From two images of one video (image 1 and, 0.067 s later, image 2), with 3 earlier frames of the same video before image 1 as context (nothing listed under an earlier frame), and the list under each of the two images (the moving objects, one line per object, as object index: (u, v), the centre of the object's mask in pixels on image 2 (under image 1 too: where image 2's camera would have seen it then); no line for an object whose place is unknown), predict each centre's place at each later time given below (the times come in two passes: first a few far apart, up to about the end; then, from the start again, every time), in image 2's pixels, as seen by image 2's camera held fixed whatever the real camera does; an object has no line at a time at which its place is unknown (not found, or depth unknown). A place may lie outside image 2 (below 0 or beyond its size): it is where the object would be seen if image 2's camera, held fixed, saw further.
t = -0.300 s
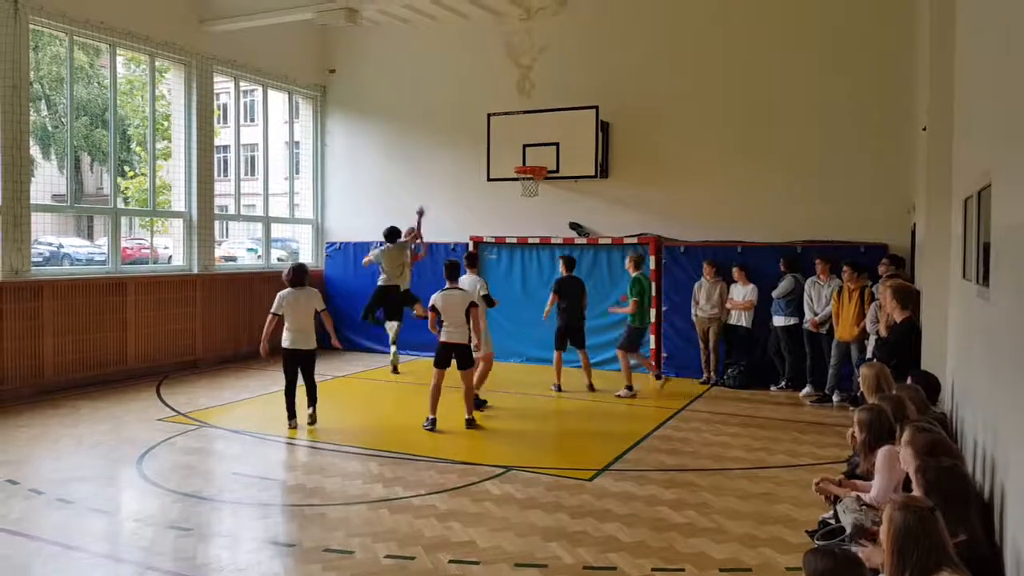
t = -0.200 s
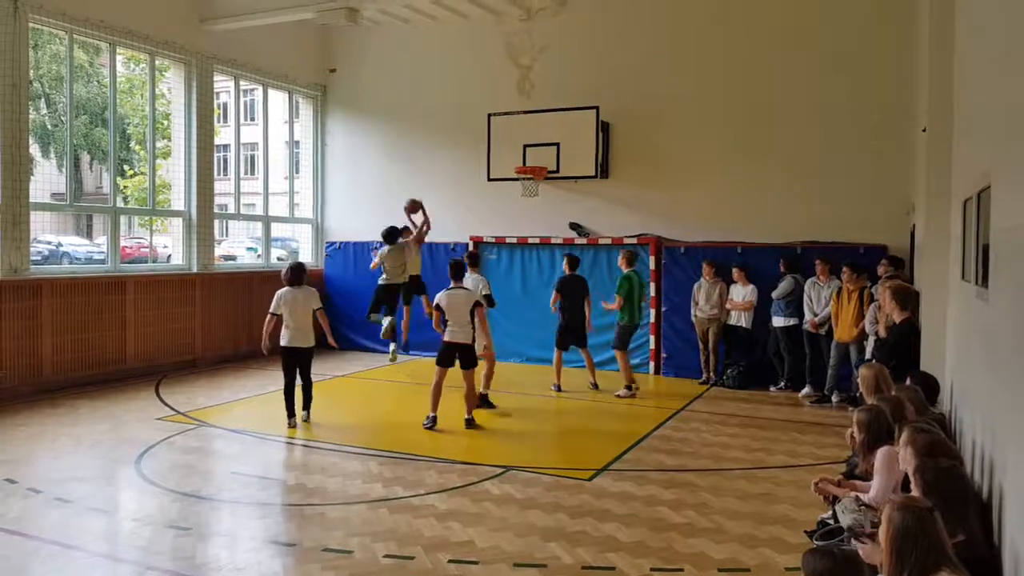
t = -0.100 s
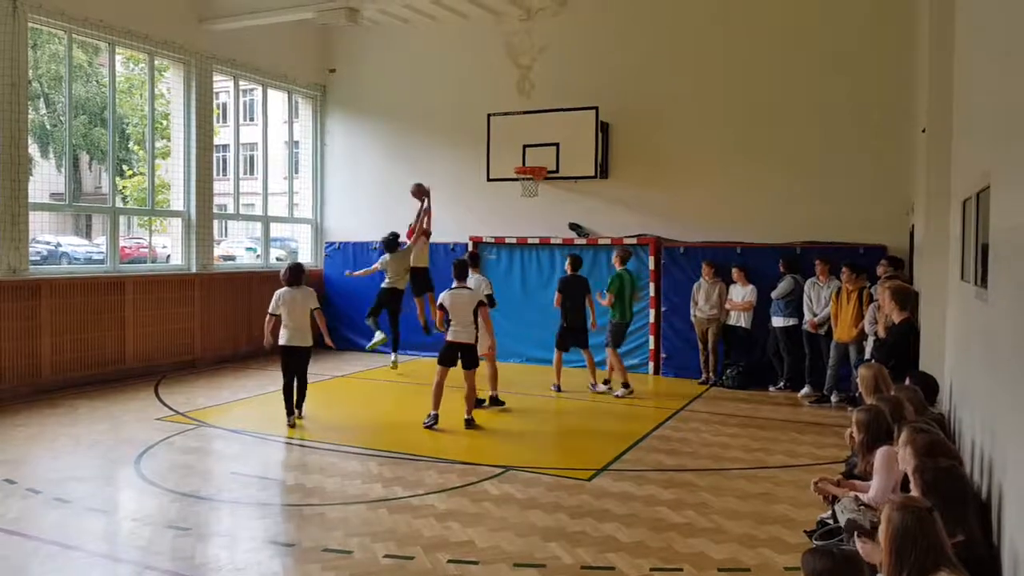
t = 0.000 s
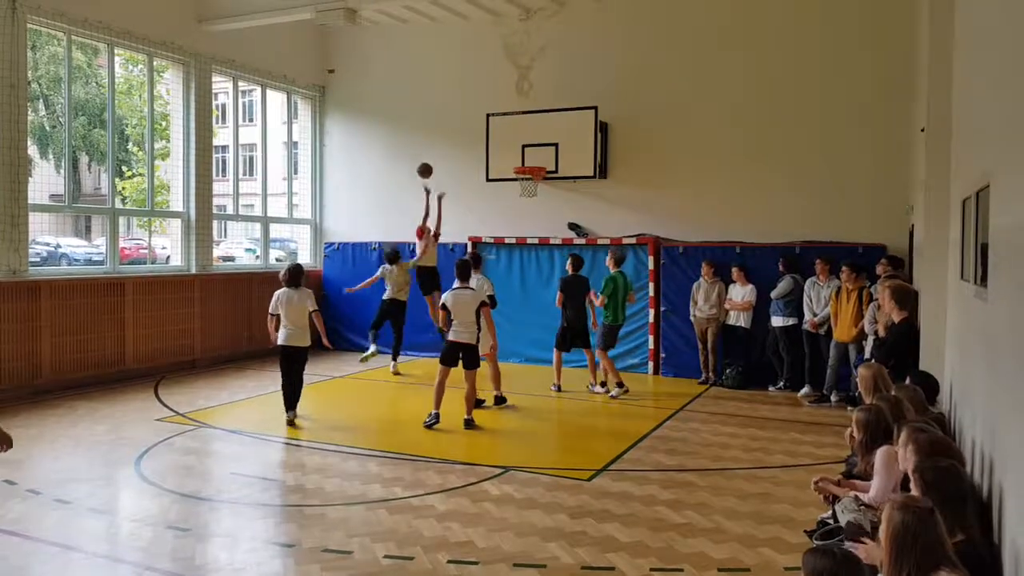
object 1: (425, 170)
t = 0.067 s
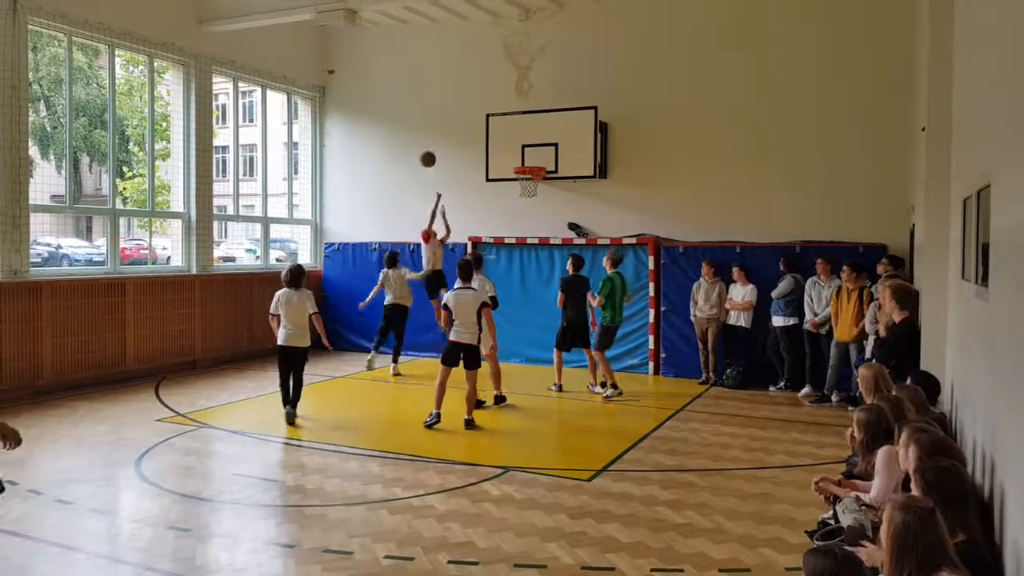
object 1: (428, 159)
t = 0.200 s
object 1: (434, 145)
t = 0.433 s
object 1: (446, 147)
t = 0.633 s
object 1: (456, 179)
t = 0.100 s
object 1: (430, 154)
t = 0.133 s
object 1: (431, 150)
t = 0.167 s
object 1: (433, 147)
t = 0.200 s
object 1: (434, 145)
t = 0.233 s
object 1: (436, 143)
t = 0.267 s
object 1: (437, 141)
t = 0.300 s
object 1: (439, 141)
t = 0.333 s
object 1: (441, 141)
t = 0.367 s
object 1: (442, 142)
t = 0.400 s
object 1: (444, 144)
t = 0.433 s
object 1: (446, 147)
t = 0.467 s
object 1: (447, 150)
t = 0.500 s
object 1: (449, 155)
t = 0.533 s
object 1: (451, 160)
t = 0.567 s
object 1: (452, 166)
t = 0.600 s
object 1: (454, 172)
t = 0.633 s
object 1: (456, 179)
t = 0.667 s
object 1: (457, 187)
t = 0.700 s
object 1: (459, 197)
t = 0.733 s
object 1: (460, 207)
